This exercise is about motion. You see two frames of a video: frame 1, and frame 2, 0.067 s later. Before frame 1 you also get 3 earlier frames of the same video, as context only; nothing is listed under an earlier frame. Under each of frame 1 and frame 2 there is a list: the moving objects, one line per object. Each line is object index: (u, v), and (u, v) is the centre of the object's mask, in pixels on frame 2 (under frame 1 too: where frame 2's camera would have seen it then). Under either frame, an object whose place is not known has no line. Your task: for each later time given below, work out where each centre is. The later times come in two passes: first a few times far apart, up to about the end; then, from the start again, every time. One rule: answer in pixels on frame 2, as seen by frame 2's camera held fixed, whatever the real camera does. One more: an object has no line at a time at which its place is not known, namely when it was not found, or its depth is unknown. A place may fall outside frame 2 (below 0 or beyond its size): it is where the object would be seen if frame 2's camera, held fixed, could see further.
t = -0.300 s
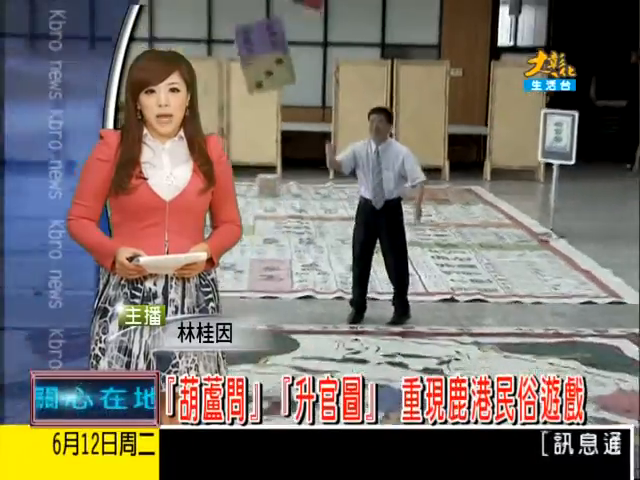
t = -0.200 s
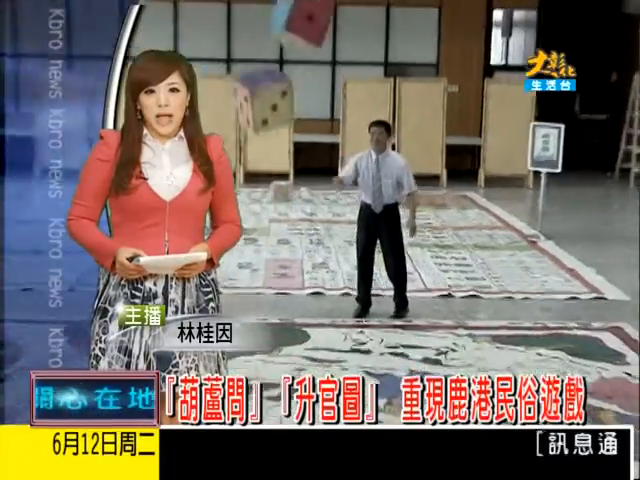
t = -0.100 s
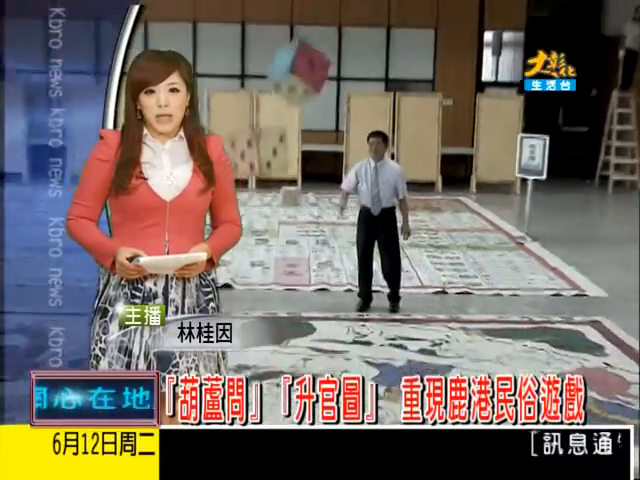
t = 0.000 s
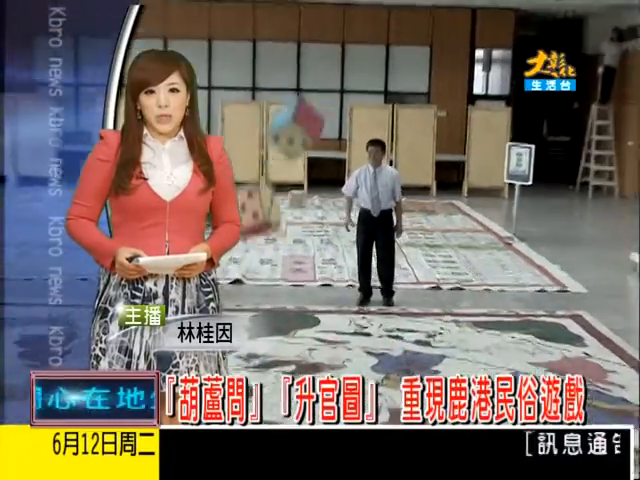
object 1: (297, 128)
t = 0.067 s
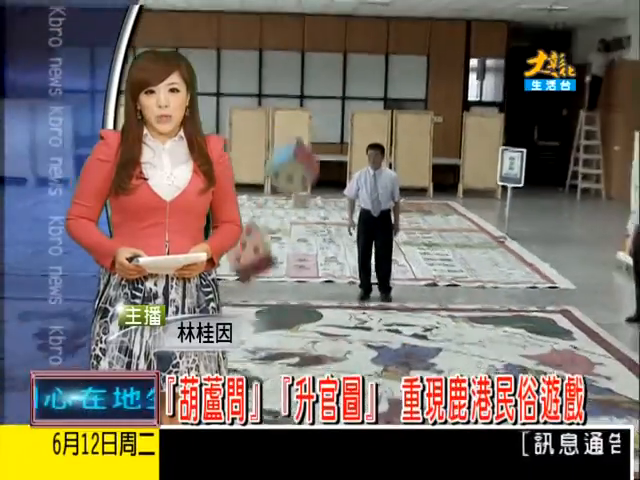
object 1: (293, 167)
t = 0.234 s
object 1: (293, 265)
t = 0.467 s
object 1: (323, 324)
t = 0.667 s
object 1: (373, 320)
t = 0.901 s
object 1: (424, 352)
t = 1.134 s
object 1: (452, 356)
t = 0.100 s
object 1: (292, 188)
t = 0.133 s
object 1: (291, 207)
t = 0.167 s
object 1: (291, 227)
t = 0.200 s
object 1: (291, 245)
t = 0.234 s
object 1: (293, 265)
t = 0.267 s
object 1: (294, 288)
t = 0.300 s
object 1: (294, 310)
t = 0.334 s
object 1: (295, 341)
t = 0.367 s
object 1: (298, 346)
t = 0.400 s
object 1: (305, 338)
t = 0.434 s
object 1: (313, 331)
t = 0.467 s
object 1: (323, 324)
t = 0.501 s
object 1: (330, 322)
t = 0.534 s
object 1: (338, 317)
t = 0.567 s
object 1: (347, 314)
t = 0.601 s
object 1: (355, 315)
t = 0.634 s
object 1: (364, 318)
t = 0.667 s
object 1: (373, 320)
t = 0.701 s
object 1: (381, 324)
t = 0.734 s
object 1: (390, 330)
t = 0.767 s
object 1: (400, 342)
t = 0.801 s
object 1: (406, 348)
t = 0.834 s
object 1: (414, 354)
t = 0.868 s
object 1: (421, 353)
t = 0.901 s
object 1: (424, 352)
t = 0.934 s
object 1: (430, 349)
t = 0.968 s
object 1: (435, 348)
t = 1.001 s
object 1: (440, 348)
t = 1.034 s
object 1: (445, 348)
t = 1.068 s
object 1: (449, 351)
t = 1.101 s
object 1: (451, 353)
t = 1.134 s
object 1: (452, 356)
